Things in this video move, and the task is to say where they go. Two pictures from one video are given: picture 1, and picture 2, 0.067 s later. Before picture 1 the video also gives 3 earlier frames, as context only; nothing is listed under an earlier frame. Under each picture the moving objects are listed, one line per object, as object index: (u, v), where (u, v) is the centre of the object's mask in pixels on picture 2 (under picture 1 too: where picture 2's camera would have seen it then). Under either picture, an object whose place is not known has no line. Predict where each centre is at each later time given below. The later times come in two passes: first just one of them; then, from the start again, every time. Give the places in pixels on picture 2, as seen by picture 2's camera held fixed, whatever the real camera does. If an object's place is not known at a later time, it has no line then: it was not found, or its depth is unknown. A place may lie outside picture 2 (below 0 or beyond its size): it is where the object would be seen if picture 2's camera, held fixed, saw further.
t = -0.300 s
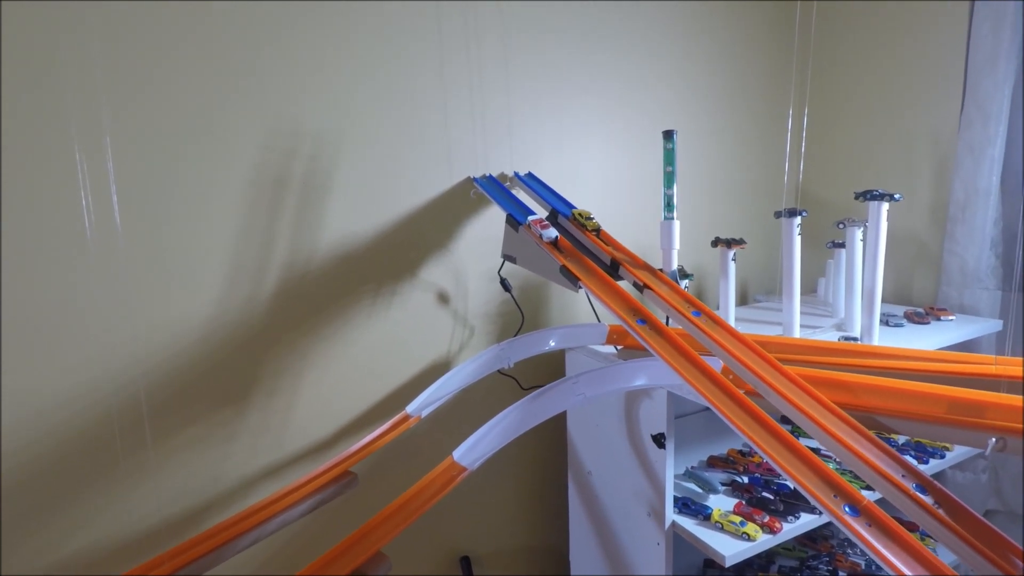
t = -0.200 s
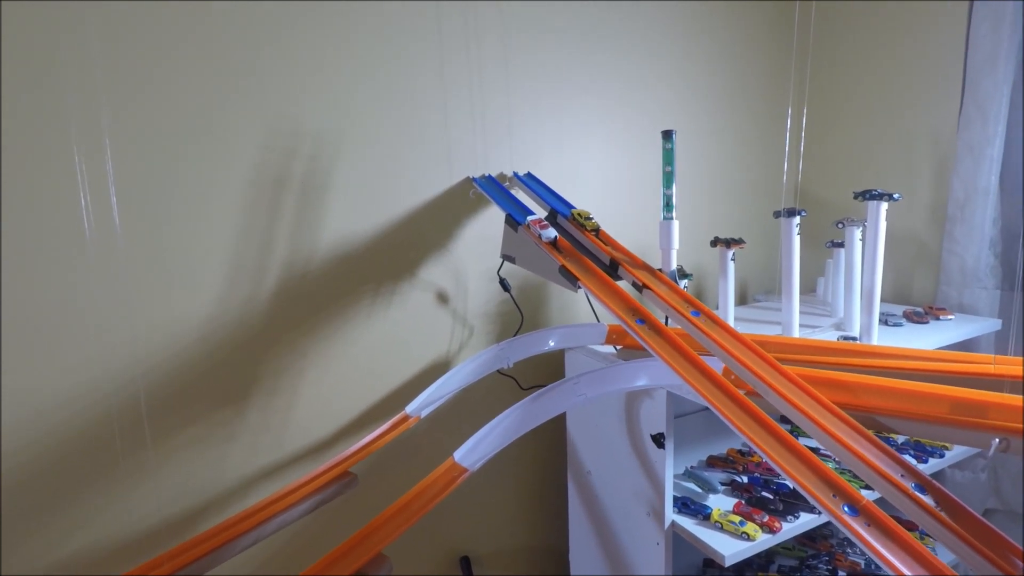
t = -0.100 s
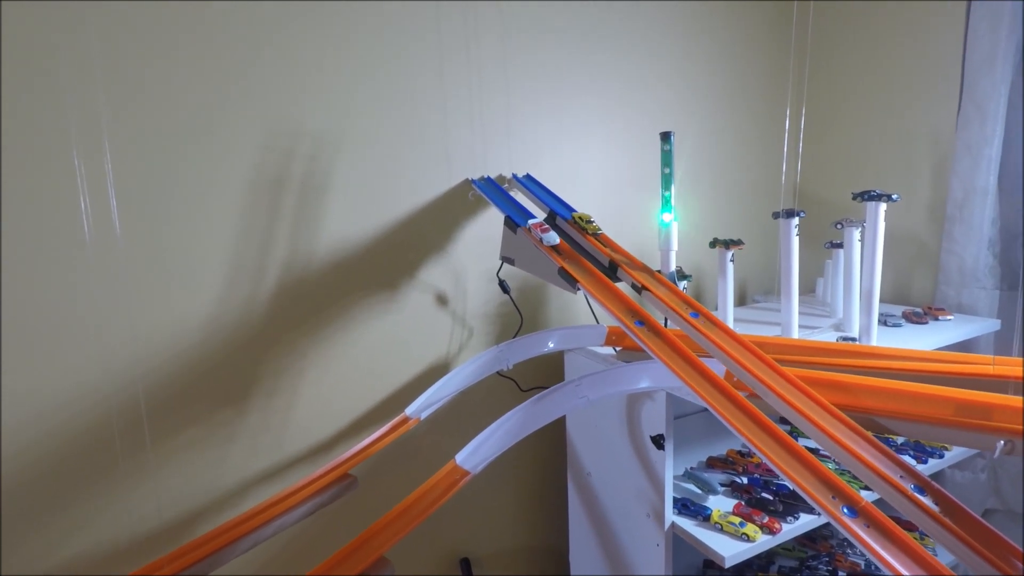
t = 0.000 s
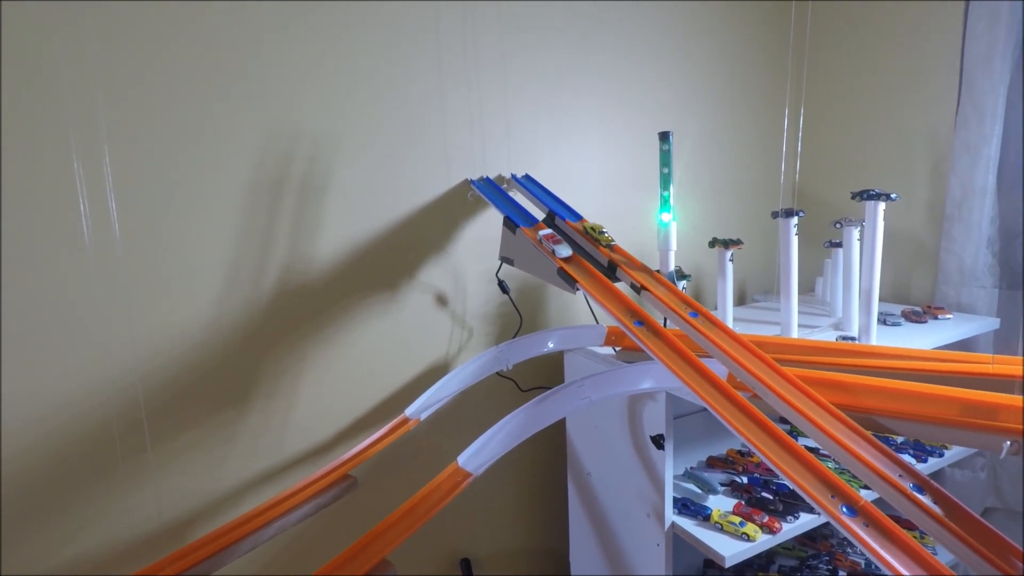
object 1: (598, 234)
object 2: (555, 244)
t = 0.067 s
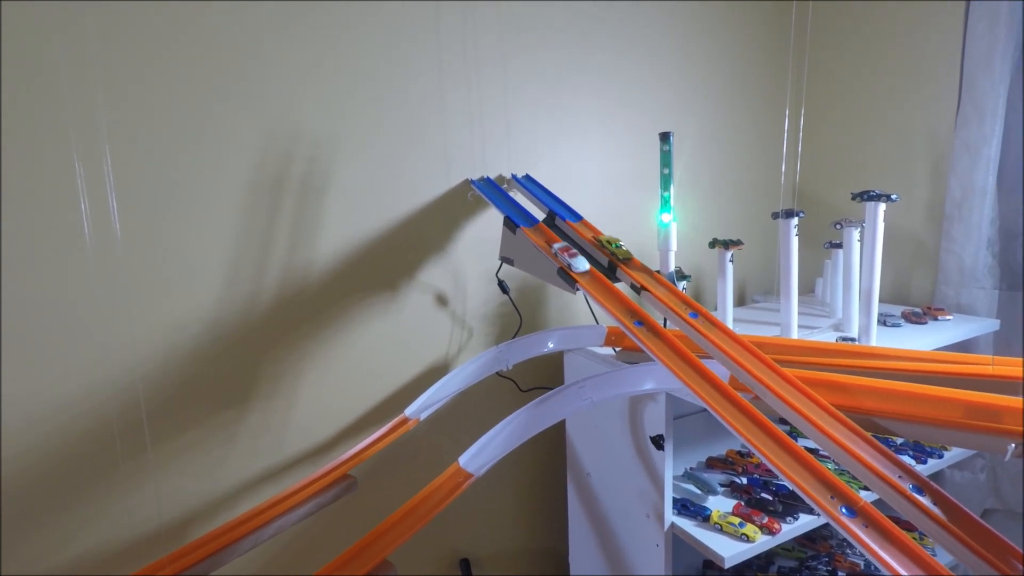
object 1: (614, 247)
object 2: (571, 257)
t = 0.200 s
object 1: (672, 292)
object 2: (625, 305)
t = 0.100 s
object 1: (626, 256)
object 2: (581, 266)
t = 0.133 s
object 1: (638, 266)
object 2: (593, 277)
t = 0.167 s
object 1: (653, 277)
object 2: (608, 290)
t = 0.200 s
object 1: (672, 292)
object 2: (625, 305)
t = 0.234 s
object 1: (693, 308)
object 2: (645, 323)
